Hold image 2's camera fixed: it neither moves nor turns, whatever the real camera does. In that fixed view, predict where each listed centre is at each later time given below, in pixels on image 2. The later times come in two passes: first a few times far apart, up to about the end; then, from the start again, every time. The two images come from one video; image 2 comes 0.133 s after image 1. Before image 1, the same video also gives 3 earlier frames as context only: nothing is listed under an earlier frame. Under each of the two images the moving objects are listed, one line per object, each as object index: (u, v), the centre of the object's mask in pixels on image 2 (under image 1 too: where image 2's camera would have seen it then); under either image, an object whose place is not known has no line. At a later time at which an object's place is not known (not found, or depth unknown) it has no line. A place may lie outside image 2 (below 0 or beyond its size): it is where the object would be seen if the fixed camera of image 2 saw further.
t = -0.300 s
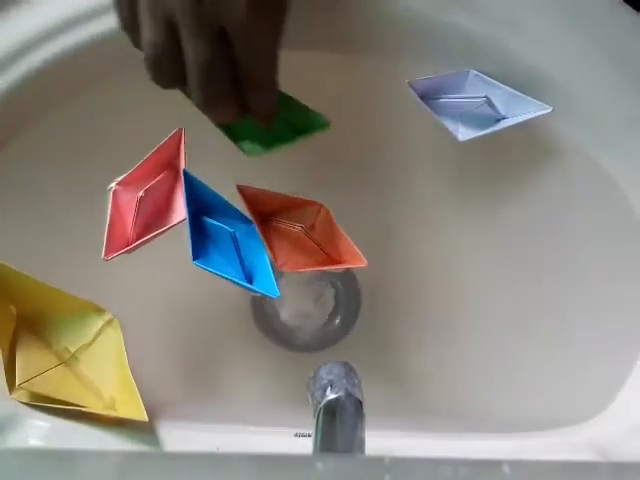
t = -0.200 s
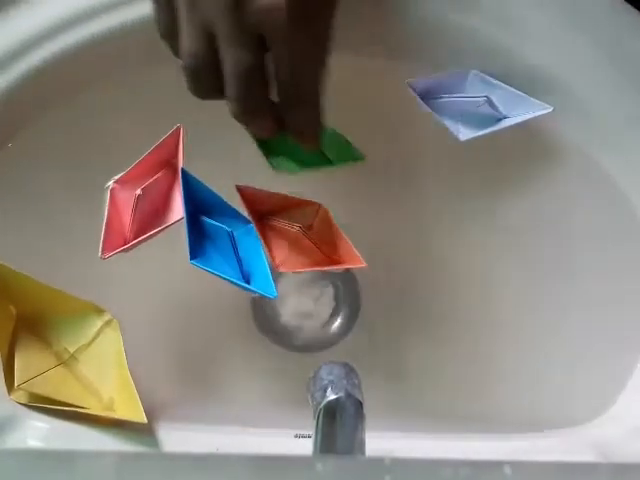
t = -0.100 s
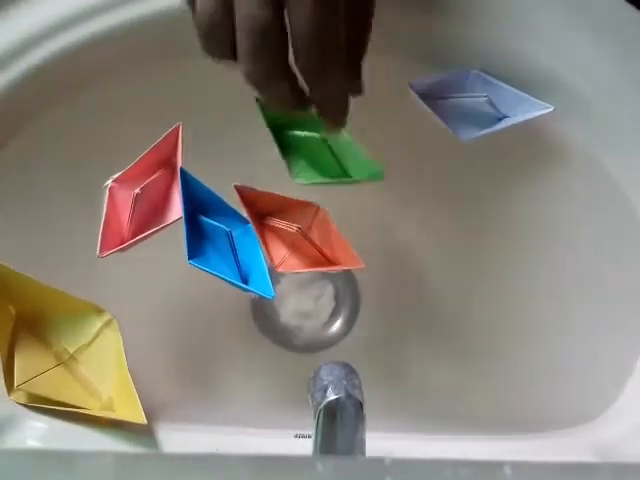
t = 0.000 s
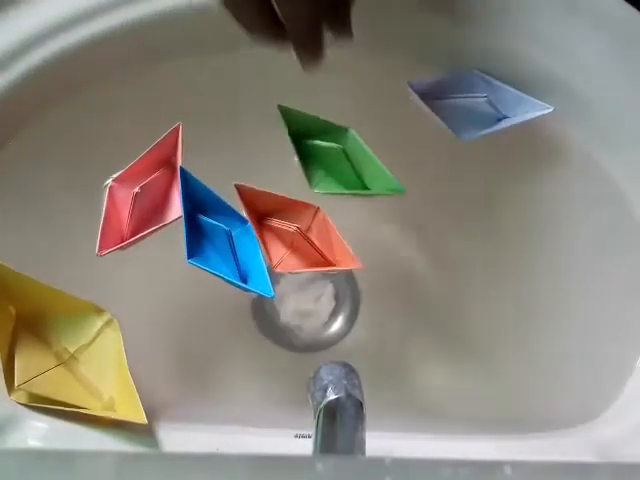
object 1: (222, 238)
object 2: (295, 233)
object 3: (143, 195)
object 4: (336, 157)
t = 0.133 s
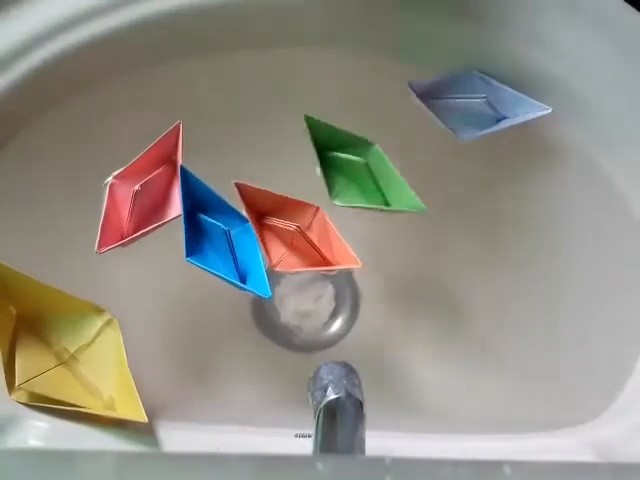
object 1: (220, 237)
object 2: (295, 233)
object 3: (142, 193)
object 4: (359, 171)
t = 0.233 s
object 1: (220, 236)
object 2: (294, 232)
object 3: (142, 191)
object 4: (374, 180)
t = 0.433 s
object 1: (219, 233)
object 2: (292, 230)
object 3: (142, 188)
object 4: (399, 196)
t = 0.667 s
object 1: (216, 229)
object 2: (290, 227)
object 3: (140, 183)
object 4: (421, 212)
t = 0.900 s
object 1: (214, 223)
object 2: (287, 222)
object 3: (138, 176)
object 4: (439, 223)
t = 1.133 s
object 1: (214, 219)
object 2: (288, 220)
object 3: (139, 172)
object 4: (456, 234)
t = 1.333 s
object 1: (214, 216)
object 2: (287, 217)
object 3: (140, 167)
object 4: (467, 241)
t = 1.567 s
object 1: (212, 212)
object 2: (286, 215)
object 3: (139, 163)
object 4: (478, 249)
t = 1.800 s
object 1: (211, 209)
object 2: (285, 213)
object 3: (139, 159)
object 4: (486, 255)
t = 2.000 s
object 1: (211, 208)
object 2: (284, 212)
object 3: (139, 157)
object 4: (495, 260)
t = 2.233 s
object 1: (209, 218)
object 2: (282, 232)
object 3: (142, 156)
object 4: (512, 269)
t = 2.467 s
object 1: (205, 225)
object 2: (277, 248)
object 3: (149, 153)
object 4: (529, 281)
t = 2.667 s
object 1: (204, 230)
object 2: (272, 260)
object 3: (156, 152)
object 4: (542, 289)
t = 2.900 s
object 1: (203, 238)
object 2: (267, 277)
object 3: (165, 150)
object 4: (556, 298)
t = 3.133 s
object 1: (201, 244)
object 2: (261, 290)
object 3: (174, 148)
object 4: (567, 304)
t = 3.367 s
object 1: (198, 250)
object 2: (254, 300)
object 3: (181, 147)
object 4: (573, 311)
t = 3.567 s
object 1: (196, 255)
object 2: (249, 309)
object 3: (187, 145)
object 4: (579, 316)
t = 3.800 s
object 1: (194, 261)
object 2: (244, 318)
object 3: (194, 145)
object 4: (585, 321)
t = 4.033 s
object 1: (192, 266)
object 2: (238, 326)
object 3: (201, 144)
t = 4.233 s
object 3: (204, 144)
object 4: (590, 330)
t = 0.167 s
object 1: (220, 237)
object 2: (294, 233)
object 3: (142, 192)
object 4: (364, 174)
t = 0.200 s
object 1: (220, 237)
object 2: (294, 233)
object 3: (142, 192)
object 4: (370, 177)
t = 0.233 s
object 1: (220, 236)
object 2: (294, 232)
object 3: (142, 191)
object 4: (374, 180)
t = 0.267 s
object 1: (219, 236)
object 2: (293, 232)
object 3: (142, 191)
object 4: (379, 183)
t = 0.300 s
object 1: (219, 236)
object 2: (293, 232)
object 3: (142, 190)
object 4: (383, 185)
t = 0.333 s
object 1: (219, 235)
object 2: (293, 231)
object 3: (142, 189)
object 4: (387, 188)
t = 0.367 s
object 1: (219, 234)
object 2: (293, 231)
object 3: (142, 189)
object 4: (391, 190)
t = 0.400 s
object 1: (219, 234)
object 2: (293, 230)
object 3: (142, 188)
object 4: (396, 193)
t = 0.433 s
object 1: (219, 233)
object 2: (292, 230)
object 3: (142, 188)
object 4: (399, 196)
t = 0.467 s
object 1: (218, 233)
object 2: (292, 230)
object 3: (142, 187)
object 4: (403, 199)
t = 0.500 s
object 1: (218, 233)
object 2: (291, 230)
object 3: (141, 187)
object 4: (406, 201)
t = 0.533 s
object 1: (218, 232)
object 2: (291, 229)
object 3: (141, 186)
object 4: (410, 204)
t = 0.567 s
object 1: (217, 231)
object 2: (291, 229)
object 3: (141, 185)
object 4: (413, 206)
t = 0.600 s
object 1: (217, 231)
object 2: (291, 228)
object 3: (141, 184)
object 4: (416, 208)
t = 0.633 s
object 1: (216, 229)
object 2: (290, 228)
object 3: (140, 183)
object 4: (419, 210)
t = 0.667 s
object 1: (216, 229)
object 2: (290, 227)
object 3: (140, 183)
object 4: (421, 212)
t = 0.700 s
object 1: (215, 228)
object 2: (289, 226)
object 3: (139, 182)
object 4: (424, 214)
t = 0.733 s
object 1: (215, 227)
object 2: (289, 226)
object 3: (139, 180)
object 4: (427, 215)
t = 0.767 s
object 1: (215, 226)
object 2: (288, 225)
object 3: (139, 179)
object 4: (429, 217)
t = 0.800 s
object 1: (215, 225)
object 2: (288, 224)
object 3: (139, 178)
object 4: (432, 219)
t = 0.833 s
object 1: (214, 225)
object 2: (288, 224)
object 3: (138, 177)
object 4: (434, 220)
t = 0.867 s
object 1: (214, 224)
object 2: (288, 223)
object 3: (138, 177)
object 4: (437, 222)
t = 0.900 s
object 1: (214, 223)
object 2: (287, 222)
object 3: (138, 176)
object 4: (439, 223)
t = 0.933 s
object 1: (214, 222)
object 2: (287, 222)
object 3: (138, 175)
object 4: (442, 225)
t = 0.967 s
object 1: (214, 222)
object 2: (287, 221)
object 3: (138, 174)
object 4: (444, 226)
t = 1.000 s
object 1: (214, 222)
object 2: (287, 221)
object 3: (138, 174)
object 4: (446, 228)
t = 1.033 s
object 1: (214, 221)
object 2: (288, 221)
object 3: (139, 173)
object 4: (448, 230)
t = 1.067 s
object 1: (214, 220)
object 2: (288, 221)
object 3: (139, 173)
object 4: (451, 231)
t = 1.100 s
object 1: (214, 220)
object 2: (288, 220)
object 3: (139, 172)
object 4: (453, 232)
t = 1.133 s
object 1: (214, 219)
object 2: (288, 220)
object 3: (139, 172)
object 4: (456, 234)
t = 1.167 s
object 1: (214, 219)
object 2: (287, 219)
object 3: (139, 171)
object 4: (458, 235)
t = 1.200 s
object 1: (214, 218)
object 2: (288, 219)
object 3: (139, 170)
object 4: (460, 236)
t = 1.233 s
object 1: (214, 217)
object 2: (288, 218)
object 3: (140, 169)
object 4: (462, 238)
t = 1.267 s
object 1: (214, 217)
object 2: (287, 218)
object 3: (140, 168)
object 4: (464, 239)
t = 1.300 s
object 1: (214, 216)
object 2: (287, 217)
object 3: (140, 168)
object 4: (466, 239)
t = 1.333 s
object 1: (214, 216)
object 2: (287, 217)
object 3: (140, 167)
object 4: (467, 241)
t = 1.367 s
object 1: (214, 215)
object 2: (287, 217)
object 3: (140, 167)
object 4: (469, 242)
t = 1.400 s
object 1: (214, 215)
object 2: (287, 216)
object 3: (140, 166)
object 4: (471, 243)
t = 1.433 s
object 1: (214, 214)
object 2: (286, 216)
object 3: (140, 165)
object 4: (472, 244)
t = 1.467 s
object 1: (213, 214)
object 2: (286, 215)
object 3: (140, 164)
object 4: (474, 245)
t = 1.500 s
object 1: (213, 213)
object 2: (286, 215)
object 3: (139, 164)
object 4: (475, 246)
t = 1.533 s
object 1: (213, 212)
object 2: (286, 215)
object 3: (139, 163)
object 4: (476, 247)
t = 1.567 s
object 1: (212, 212)
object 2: (286, 215)
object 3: (139, 163)
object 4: (478, 249)
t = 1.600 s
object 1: (212, 212)
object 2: (286, 214)
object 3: (139, 162)
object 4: (479, 250)
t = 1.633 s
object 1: (212, 211)
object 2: (286, 214)
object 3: (139, 162)
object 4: (480, 251)
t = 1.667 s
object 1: (212, 211)
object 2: (285, 214)
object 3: (139, 161)
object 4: (481, 252)
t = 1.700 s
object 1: (212, 210)
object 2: (285, 214)
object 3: (139, 161)
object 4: (482, 253)
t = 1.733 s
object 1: (211, 210)
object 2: (285, 213)
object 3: (139, 160)
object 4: (483, 254)
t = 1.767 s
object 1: (211, 210)
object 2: (285, 213)
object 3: (139, 160)
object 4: (485, 255)
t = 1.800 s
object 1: (211, 209)
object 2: (285, 213)
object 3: (139, 159)
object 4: (486, 255)
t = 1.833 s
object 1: (211, 209)
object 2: (285, 212)
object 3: (139, 158)
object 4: (487, 256)
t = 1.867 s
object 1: (211, 209)
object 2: (284, 212)
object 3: (139, 158)
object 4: (489, 257)
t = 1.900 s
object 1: (211, 208)
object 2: (285, 211)
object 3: (139, 158)
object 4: (490, 258)
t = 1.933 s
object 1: (211, 208)
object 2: (284, 211)
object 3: (139, 158)
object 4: (492, 258)
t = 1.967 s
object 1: (211, 208)
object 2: (284, 211)
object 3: (139, 157)
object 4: (493, 259)
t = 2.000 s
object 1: (211, 208)
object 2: (284, 212)
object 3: (139, 157)
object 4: (495, 260)
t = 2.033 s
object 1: (211, 209)
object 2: (284, 213)
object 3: (139, 157)
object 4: (496, 261)
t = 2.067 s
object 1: (211, 211)
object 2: (284, 216)
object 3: (139, 157)
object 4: (498, 262)
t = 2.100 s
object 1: (210, 212)
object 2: (283, 218)
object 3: (140, 157)
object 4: (500, 262)
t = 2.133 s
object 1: (210, 213)
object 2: (283, 222)
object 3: (140, 157)
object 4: (503, 264)
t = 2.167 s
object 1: (210, 215)
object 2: (283, 225)
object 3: (141, 157)
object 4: (506, 266)
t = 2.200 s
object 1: (209, 216)
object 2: (282, 229)
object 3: (142, 156)
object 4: (509, 268)
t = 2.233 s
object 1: (209, 218)
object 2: (282, 232)
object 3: (142, 156)
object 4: (512, 269)
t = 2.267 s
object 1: (208, 219)
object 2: (281, 234)
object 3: (143, 155)
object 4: (515, 272)
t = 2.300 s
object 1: (208, 221)
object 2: (280, 237)
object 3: (144, 155)
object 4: (518, 273)
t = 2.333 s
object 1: (208, 222)
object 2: (279, 240)
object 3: (145, 155)
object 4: (520, 275)
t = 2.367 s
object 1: (207, 222)
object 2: (279, 242)
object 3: (146, 154)
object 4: (522, 276)
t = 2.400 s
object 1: (207, 224)
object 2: (278, 245)
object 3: (147, 154)
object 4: (524, 278)
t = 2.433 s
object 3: (148, 154)
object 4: (527, 279)
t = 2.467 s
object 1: (205, 225)
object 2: (277, 248)
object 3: (149, 153)
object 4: (529, 281)
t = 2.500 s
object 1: (205, 226)
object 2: (276, 251)
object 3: (150, 153)
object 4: (532, 282)
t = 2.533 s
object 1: (204, 227)
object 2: (275, 252)
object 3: (151, 153)
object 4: (535, 283)
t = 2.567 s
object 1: (204, 227)
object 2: (274, 254)
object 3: (152, 152)
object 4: (537, 284)
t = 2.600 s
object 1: (204, 228)
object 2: (273, 256)
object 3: (153, 152)
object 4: (539, 286)
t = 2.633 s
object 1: (204, 229)
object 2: (273, 258)
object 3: (154, 152)
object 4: (541, 287)
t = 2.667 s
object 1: (204, 230)
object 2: (272, 260)
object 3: (156, 152)
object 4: (542, 289)
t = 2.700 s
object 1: (204, 231)
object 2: (271, 263)
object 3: (157, 151)
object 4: (545, 290)
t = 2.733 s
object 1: (204, 232)
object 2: (271, 266)
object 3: (159, 151)
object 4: (547, 291)
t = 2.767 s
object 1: (204, 233)
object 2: (270, 268)
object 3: (160, 151)
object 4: (549, 292)
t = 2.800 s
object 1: (204, 235)
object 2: (269, 270)
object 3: (161, 151)
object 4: (551, 294)
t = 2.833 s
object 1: (203, 236)
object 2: (269, 272)
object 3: (163, 150)
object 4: (553, 295)
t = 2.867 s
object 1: (203, 237)
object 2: (268, 275)
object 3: (164, 150)
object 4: (554, 297)
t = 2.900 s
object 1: (203, 238)
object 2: (267, 277)
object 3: (165, 150)
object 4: (556, 298)
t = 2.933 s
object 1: (203, 239)
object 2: (267, 279)
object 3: (167, 149)
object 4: (558, 298)
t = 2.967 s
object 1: (203, 240)
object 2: (266, 281)
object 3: (168, 149)
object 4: (560, 299)
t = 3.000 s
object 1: (202, 240)
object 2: (265, 283)
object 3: (170, 149)
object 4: (561, 300)
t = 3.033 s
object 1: (202, 241)
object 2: (264, 284)
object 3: (171, 149)
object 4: (563, 301)
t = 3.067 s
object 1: (202, 242)
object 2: (263, 286)
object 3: (172, 148)
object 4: (564, 302)
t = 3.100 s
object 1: (201, 243)
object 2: (262, 288)
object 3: (173, 148)
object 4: (566, 303)
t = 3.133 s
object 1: (201, 244)
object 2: (261, 290)
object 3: (174, 148)
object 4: (567, 304)
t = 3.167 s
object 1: (201, 245)
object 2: (260, 291)
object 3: (175, 147)
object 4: (568, 305)
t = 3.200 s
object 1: (200, 246)
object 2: (259, 293)
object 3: (176, 147)
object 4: (569, 306)
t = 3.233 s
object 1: (200, 247)
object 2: (258, 294)
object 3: (177, 147)
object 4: (569, 307)
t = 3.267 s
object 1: (199, 248)
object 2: (257, 296)
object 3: (178, 147)
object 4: (570, 308)
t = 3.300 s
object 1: (199, 248)
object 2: (256, 297)
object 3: (179, 147)
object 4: (571, 309)
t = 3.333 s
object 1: (199, 249)
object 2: (255, 299)
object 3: (180, 147)
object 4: (572, 310)
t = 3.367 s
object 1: (198, 250)
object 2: (254, 300)
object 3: (181, 147)
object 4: (573, 311)
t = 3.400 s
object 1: (198, 251)
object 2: (253, 302)
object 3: (182, 146)
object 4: (574, 312)
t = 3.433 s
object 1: (197, 252)
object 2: (252, 303)
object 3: (183, 146)
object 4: (575, 313)
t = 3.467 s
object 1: (197, 253)
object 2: (251, 305)
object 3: (184, 146)
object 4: (576, 314)
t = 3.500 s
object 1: (196, 254)
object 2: (250, 306)
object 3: (185, 146)
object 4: (577, 314)
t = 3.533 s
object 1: (196, 254)
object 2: (249, 308)
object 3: (186, 146)
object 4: (578, 315)
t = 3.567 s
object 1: (196, 255)
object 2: (249, 309)
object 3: (187, 145)
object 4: (579, 316)
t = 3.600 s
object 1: (195, 256)
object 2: (248, 310)
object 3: (188, 145)
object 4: (580, 317)
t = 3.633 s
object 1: (195, 257)
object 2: (247, 311)
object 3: (189, 145)
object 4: (580, 317)
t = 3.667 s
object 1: (195, 258)
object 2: (247, 312)
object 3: (190, 145)
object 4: (581, 318)
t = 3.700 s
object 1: (195, 258)
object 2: (246, 314)
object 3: (191, 145)
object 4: (582, 318)
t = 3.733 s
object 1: (195, 259)
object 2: (245, 315)
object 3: (192, 145)
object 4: (584, 319)
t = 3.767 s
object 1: (195, 260)
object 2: (245, 317)
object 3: (193, 145)
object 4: (584, 320)
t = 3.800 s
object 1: (194, 261)
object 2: (244, 318)
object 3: (194, 145)
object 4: (585, 321)
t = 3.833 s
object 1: (194, 262)
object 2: (243, 319)
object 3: (195, 145)
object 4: (586, 321)
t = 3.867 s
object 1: (194, 262)
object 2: (242, 321)
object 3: (197, 145)
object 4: (587, 322)
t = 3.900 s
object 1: (194, 263)
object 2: (242, 322)
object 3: (197, 145)
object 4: (587, 323)
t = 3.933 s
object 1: (193, 264)
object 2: (241, 323)
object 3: (198, 145)
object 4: (587, 323)
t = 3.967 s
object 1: (193, 265)
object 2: (240, 324)
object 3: (199, 145)
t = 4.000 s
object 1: (193, 266)
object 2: (240, 325)
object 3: (200, 145)
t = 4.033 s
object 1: (192, 266)
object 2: (238, 326)
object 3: (201, 144)
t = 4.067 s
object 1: (192, 267)
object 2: (237, 328)
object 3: (201, 145)
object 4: (589, 326)
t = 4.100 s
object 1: (191, 268)
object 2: (236, 329)
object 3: (202, 144)
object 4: (589, 327)
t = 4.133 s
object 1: (190, 268)
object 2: (235, 330)
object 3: (202, 144)
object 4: (590, 328)
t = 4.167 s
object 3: (203, 144)
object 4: (589, 329)
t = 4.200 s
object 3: (203, 144)
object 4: (590, 330)
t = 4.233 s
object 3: (204, 144)
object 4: (590, 330)
